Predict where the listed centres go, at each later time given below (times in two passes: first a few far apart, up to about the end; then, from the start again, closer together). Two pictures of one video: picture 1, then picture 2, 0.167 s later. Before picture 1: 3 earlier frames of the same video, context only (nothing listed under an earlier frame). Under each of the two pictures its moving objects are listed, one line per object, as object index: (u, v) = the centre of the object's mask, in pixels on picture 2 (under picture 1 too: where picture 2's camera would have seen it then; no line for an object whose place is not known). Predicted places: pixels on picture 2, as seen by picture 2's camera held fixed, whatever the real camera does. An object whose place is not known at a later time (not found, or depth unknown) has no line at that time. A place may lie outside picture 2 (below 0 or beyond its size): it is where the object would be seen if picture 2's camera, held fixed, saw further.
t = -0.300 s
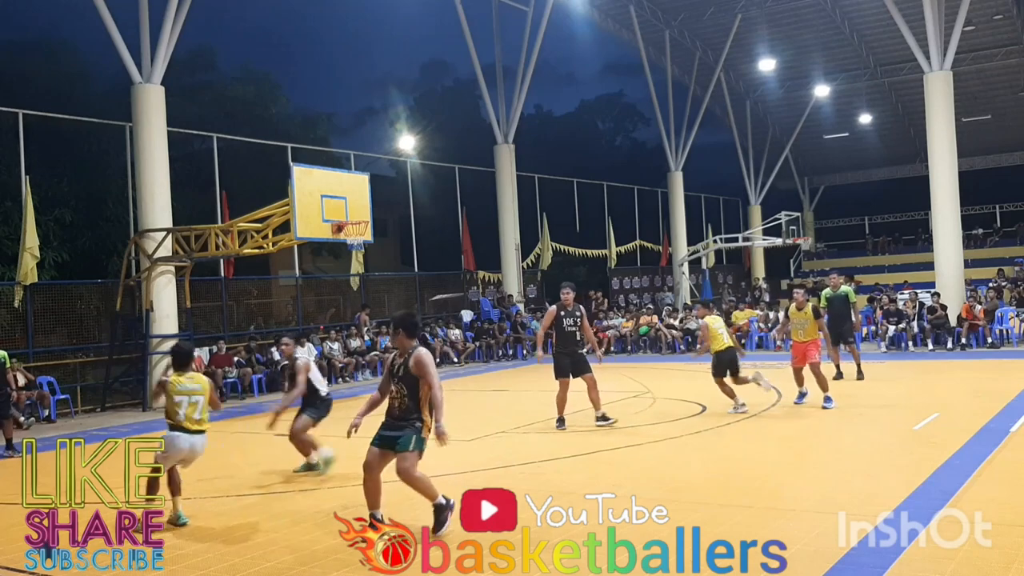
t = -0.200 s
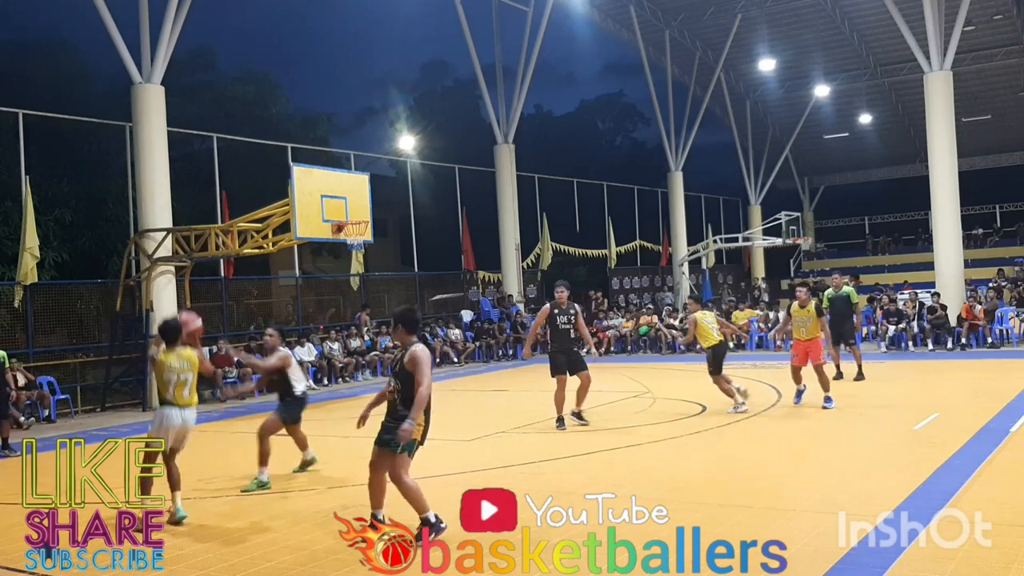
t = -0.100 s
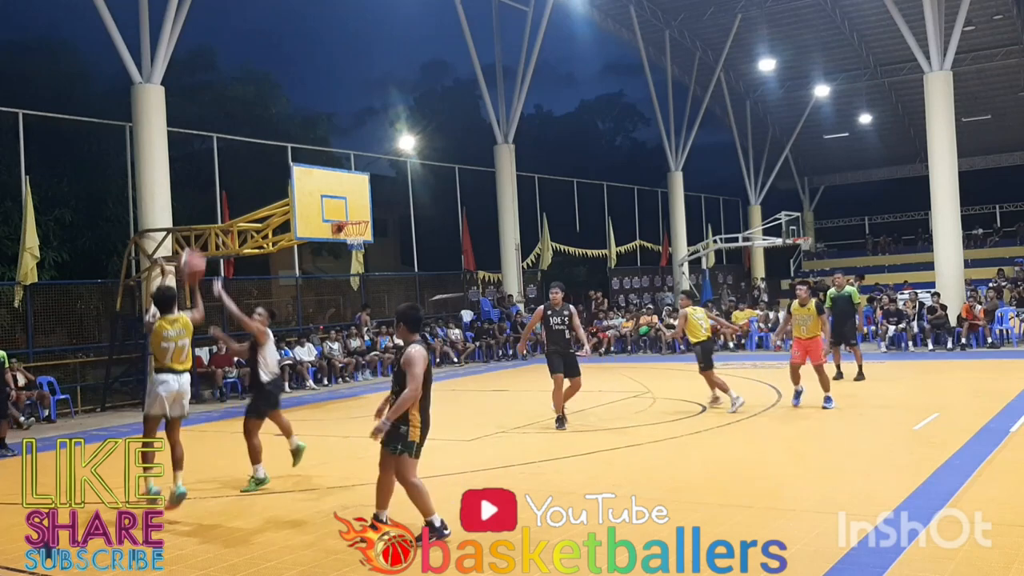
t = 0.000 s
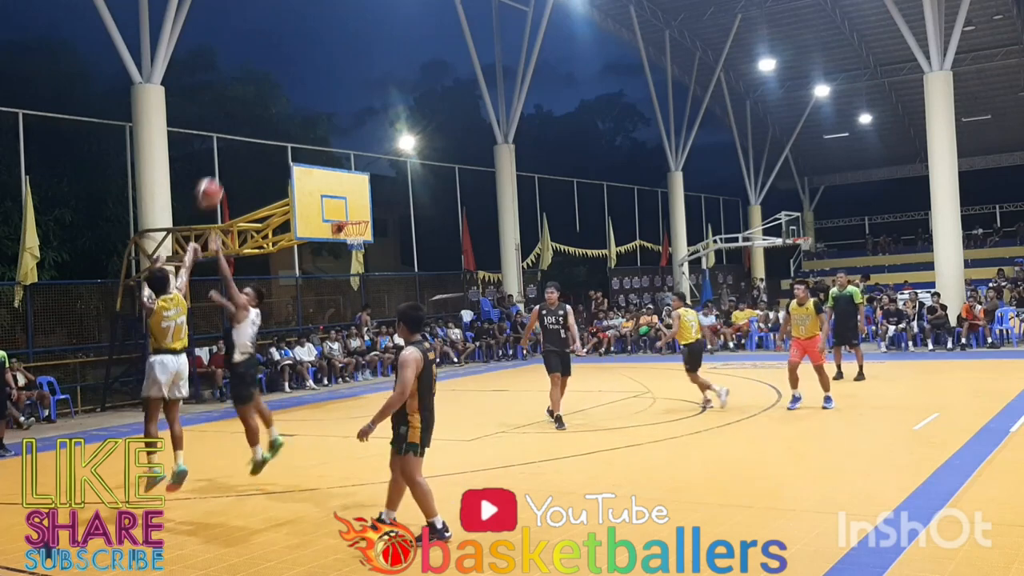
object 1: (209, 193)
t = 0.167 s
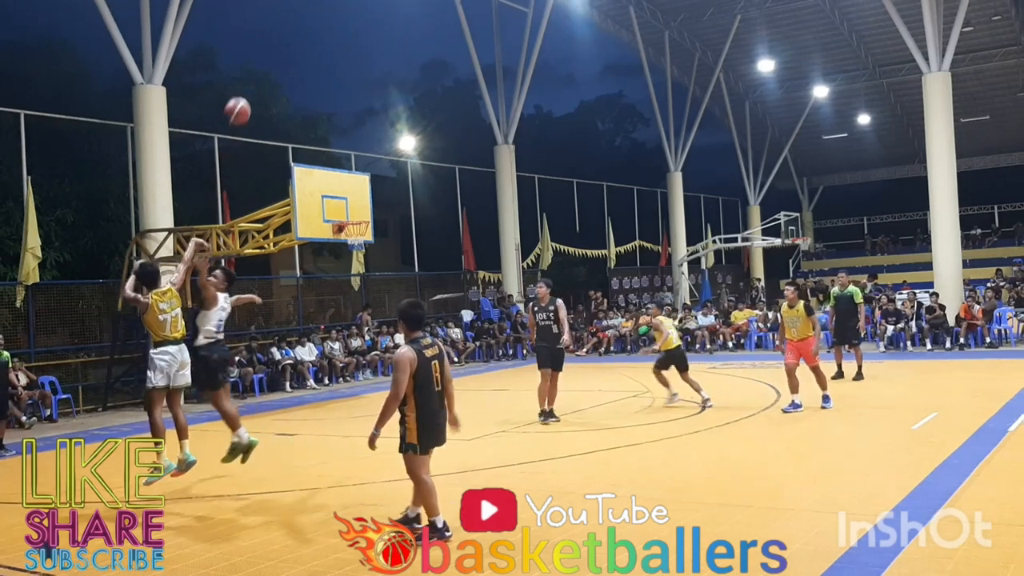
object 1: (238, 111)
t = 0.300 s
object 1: (256, 72)
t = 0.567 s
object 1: (289, 51)
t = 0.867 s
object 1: (322, 93)
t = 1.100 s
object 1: (345, 160)
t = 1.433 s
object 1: (399, 240)
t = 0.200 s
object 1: (242, 99)
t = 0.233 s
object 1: (247, 89)
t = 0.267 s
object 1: (251, 80)
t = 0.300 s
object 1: (256, 72)
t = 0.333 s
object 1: (260, 66)
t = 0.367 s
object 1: (265, 61)
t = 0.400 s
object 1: (269, 56)
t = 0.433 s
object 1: (273, 53)
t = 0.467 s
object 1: (277, 51)
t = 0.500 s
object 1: (281, 51)
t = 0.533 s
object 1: (285, 51)
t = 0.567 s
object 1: (289, 51)
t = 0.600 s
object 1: (293, 53)
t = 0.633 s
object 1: (296, 55)
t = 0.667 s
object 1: (300, 59)
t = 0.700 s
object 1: (304, 62)
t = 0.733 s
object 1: (308, 67)
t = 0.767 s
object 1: (312, 73)
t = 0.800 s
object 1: (315, 79)
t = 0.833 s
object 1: (318, 86)
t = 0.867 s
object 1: (322, 93)
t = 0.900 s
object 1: (326, 101)
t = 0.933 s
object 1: (329, 109)
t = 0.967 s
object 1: (332, 118)
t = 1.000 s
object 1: (336, 128)
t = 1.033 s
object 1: (339, 138)
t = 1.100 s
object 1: (345, 160)
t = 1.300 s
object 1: (369, 222)
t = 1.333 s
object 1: (377, 225)
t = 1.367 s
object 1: (384, 229)
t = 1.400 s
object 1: (391, 234)
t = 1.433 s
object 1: (399, 240)
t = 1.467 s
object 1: (407, 246)
